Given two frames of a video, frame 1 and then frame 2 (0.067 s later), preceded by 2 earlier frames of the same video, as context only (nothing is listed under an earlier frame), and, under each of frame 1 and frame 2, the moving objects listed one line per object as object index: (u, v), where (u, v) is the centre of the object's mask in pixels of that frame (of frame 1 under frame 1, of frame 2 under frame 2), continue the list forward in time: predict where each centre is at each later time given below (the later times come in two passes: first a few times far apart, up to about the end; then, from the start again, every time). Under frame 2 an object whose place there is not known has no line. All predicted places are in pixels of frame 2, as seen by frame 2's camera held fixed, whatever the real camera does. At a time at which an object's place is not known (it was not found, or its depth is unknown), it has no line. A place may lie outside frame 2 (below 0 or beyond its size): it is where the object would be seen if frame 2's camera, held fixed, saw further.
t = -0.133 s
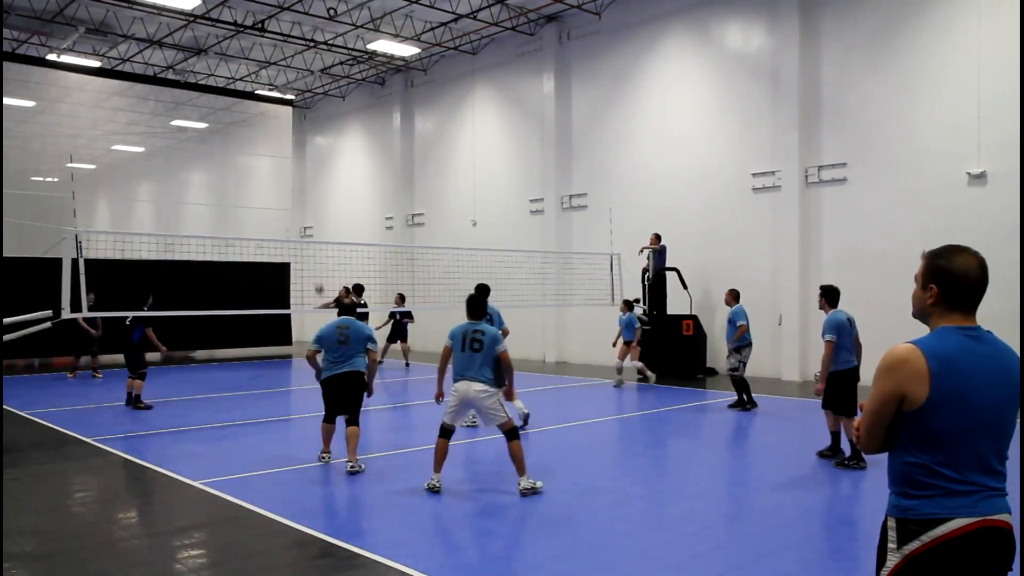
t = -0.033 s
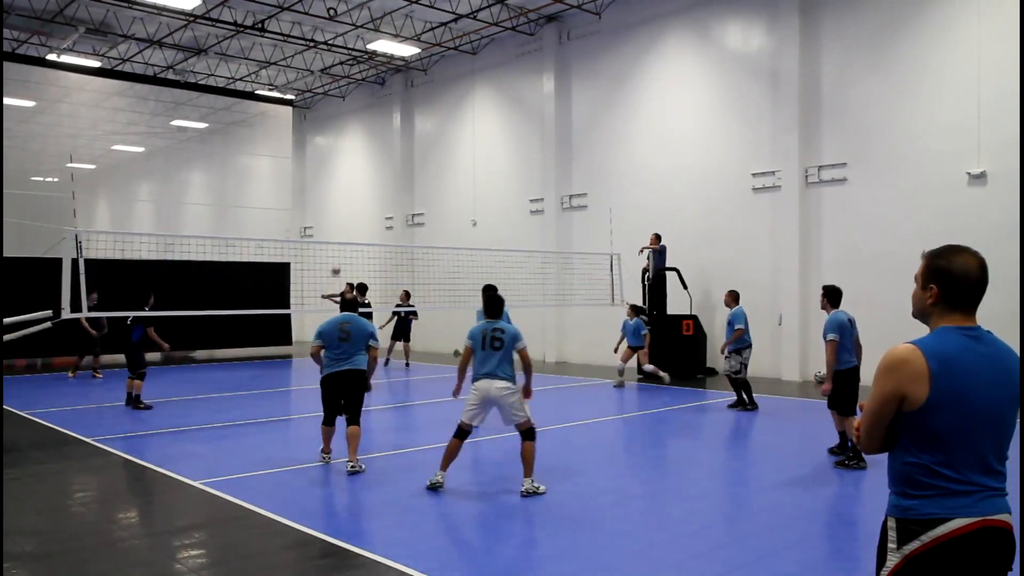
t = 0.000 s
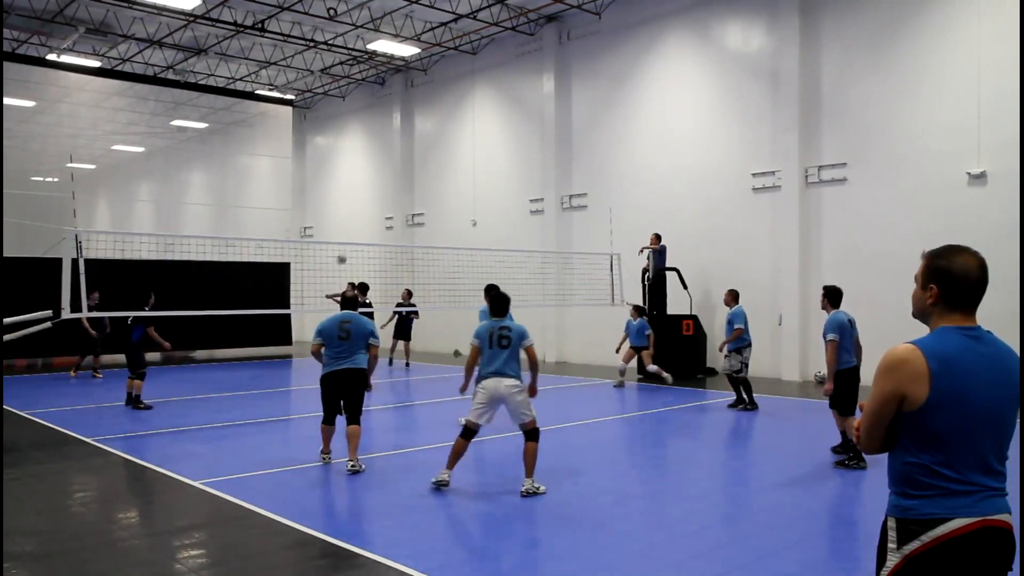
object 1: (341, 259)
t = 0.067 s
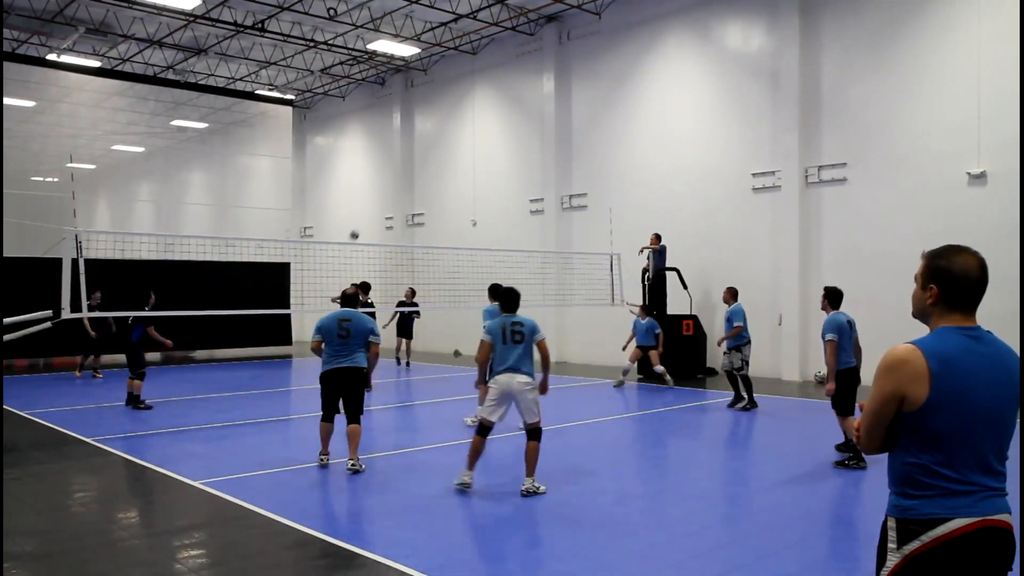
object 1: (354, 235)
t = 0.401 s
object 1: (424, 141)
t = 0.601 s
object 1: (471, 105)
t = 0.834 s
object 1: (536, 92)
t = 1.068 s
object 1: (609, 114)
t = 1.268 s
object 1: (680, 167)
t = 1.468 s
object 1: (760, 261)
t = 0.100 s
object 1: (360, 224)
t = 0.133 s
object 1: (367, 213)
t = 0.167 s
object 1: (374, 202)
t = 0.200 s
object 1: (381, 192)
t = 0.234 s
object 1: (387, 183)
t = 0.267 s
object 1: (394, 175)
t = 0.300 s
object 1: (401, 165)
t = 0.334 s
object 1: (409, 156)
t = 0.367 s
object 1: (416, 148)
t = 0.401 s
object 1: (424, 141)
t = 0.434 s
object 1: (431, 134)
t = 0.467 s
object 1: (439, 127)
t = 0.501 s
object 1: (447, 121)
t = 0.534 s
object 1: (456, 116)
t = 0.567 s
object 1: (464, 111)
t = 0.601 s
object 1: (471, 105)
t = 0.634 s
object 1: (480, 102)
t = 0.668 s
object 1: (490, 99)
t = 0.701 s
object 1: (499, 96)
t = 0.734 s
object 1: (508, 94)
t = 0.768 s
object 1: (517, 92)
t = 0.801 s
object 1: (526, 91)
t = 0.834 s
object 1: (536, 92)
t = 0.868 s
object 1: (546, 92)
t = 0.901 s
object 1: (556, 93)
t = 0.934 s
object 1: (566, 96)
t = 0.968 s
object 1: (577, 99)
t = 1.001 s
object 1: (587, 103)
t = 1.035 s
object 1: (598, 108)
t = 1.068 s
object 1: (609, 114)
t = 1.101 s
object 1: (621, 120)
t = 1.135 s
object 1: (632, 127)
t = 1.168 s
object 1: (644, 135)
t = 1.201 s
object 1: (656, 144)
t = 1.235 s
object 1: (668, 155)
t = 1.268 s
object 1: (680, 167)
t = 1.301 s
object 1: (693, 180)
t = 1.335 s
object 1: (706, 193)
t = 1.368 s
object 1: (719, 209)
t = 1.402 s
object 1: (733, 225)
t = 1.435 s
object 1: (746, 243)
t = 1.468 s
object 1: (760, 261)
